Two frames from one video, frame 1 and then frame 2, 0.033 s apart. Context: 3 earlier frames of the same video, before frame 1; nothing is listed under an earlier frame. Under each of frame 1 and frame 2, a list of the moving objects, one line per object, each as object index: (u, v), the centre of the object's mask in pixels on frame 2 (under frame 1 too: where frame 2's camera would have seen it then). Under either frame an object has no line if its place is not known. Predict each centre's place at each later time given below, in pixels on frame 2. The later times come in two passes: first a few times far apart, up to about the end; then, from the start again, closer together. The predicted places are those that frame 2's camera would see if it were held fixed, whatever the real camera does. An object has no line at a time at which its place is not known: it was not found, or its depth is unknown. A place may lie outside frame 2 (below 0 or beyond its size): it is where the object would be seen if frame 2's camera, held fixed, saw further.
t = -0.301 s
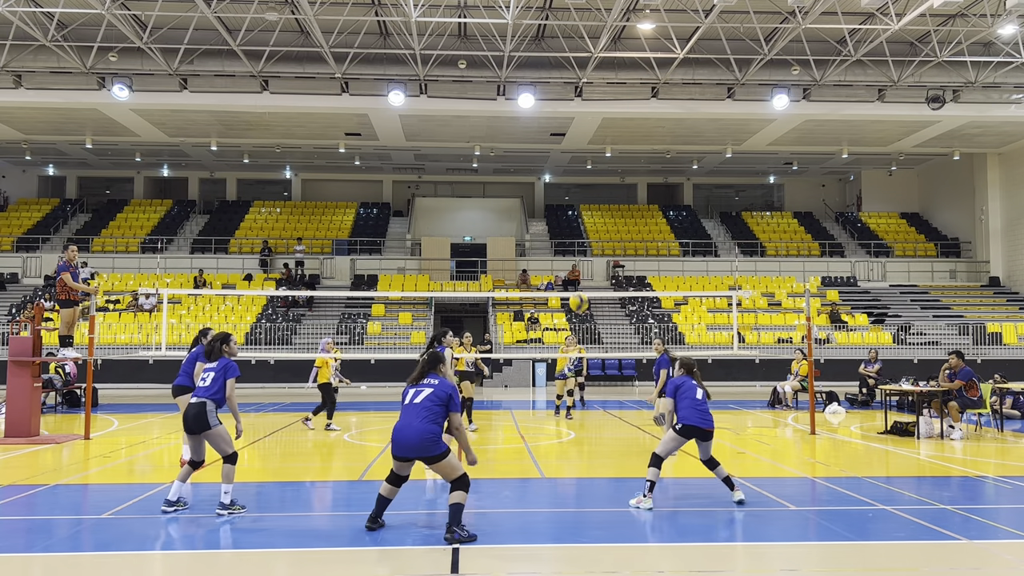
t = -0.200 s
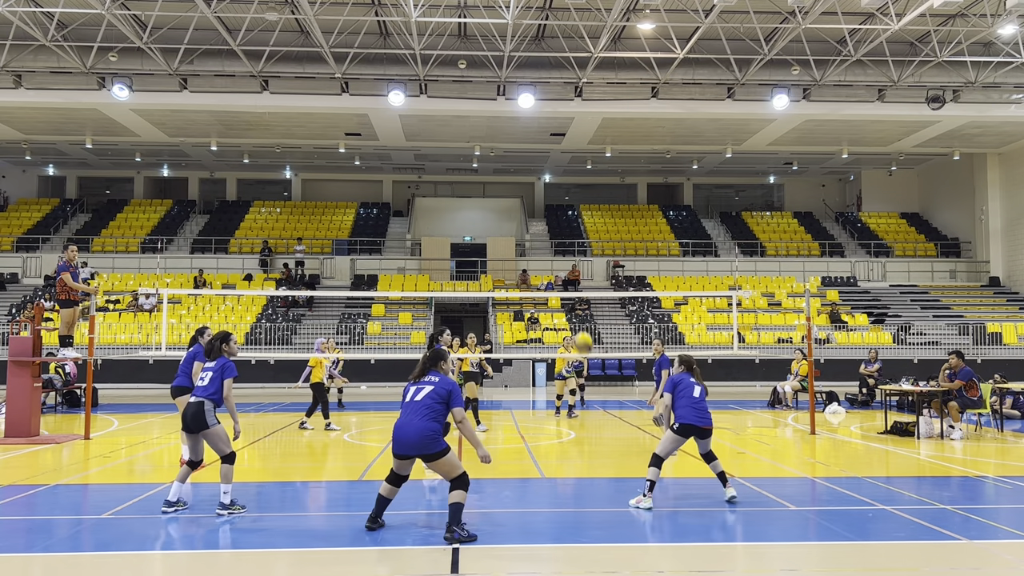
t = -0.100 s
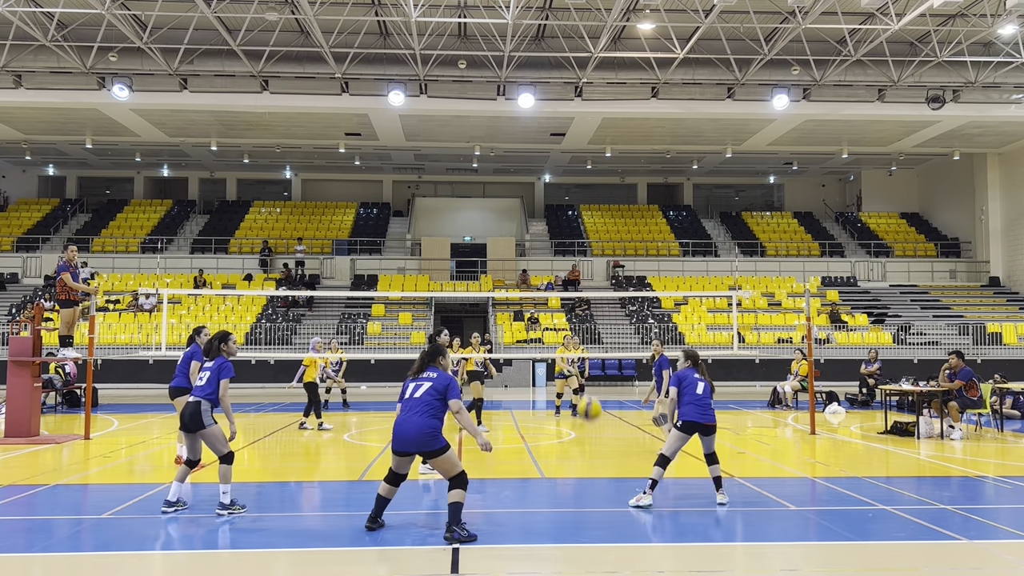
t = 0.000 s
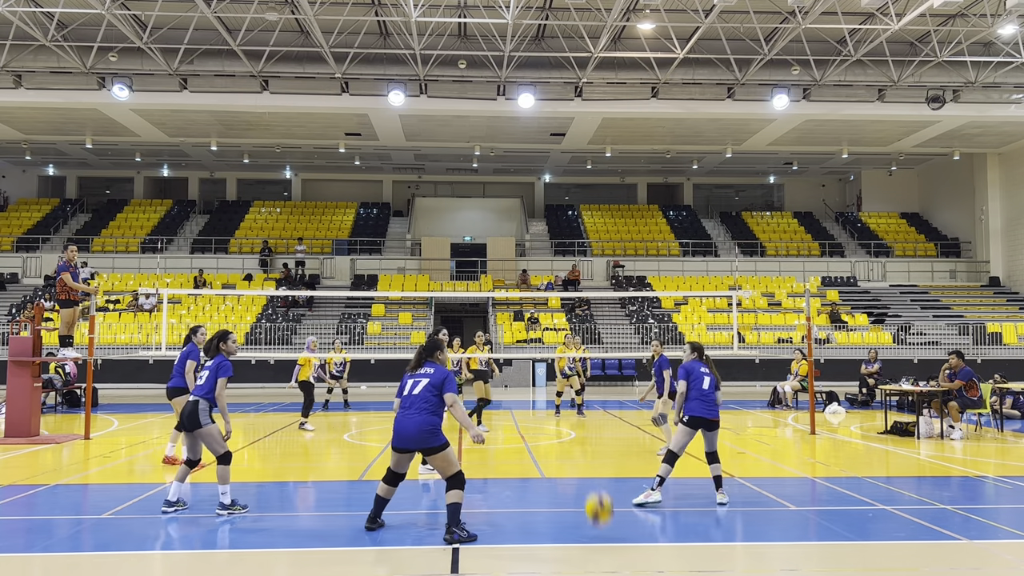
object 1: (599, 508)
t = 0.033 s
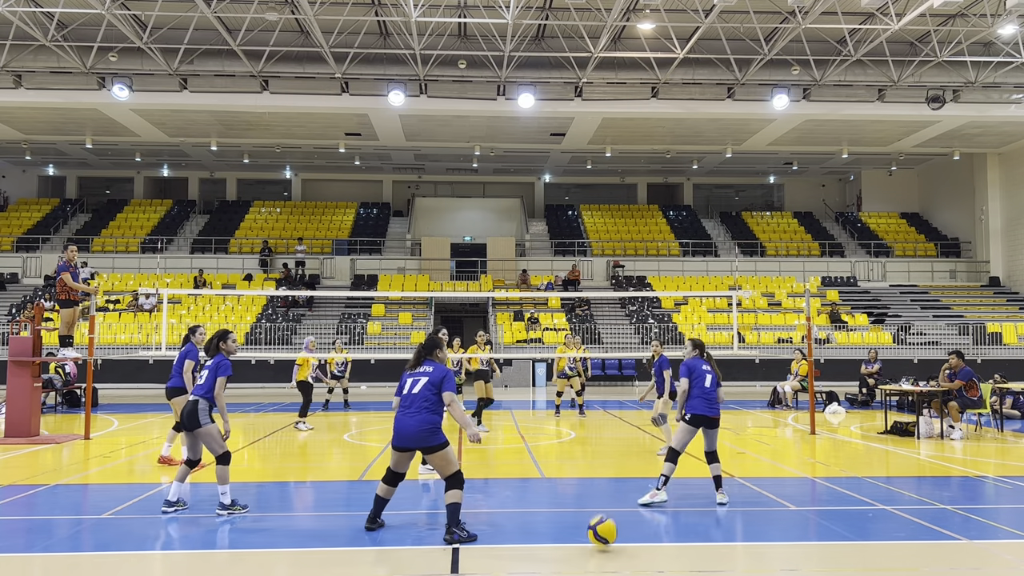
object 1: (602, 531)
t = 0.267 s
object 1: (614, 389)
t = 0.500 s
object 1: (634, 292)
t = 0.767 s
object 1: (698, 347)
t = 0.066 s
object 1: (604, 510)
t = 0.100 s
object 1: (605, 489)
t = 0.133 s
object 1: (606, 468)
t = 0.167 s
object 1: (607, 447)
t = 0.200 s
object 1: (610, 426)
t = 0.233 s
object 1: (611, 407)
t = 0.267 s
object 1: (614, 389)
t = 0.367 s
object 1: (621, 341)
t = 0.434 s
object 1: (627, 313)
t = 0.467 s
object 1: (630, 302)
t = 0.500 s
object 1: (634, 292)
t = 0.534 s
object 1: (639, 284)
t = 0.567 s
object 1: (643, 279)
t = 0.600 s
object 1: (649, 277)
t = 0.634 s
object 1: (657, 278)
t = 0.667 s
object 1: (664, 284)
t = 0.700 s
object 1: (672, 296)
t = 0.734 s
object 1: (684, 316)
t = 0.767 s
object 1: (698, 347)
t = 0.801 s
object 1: (716, 393)
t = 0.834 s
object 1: (737, 461)
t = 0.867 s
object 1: (766, 537)
